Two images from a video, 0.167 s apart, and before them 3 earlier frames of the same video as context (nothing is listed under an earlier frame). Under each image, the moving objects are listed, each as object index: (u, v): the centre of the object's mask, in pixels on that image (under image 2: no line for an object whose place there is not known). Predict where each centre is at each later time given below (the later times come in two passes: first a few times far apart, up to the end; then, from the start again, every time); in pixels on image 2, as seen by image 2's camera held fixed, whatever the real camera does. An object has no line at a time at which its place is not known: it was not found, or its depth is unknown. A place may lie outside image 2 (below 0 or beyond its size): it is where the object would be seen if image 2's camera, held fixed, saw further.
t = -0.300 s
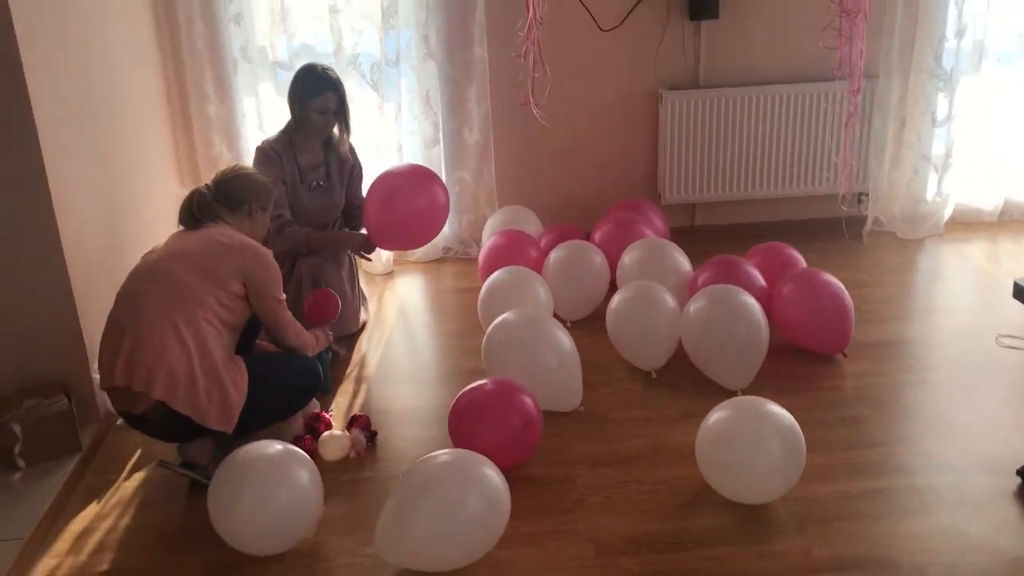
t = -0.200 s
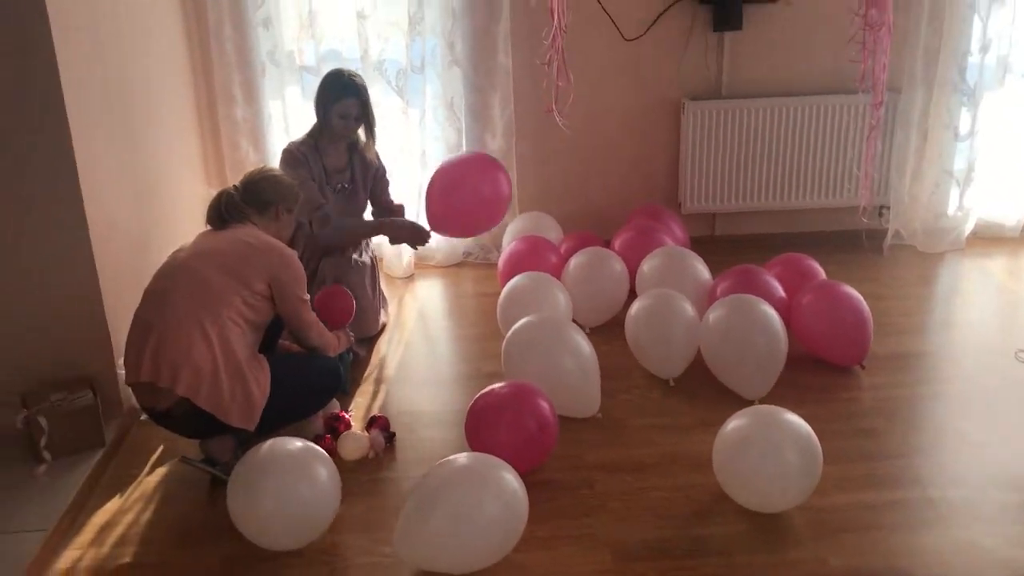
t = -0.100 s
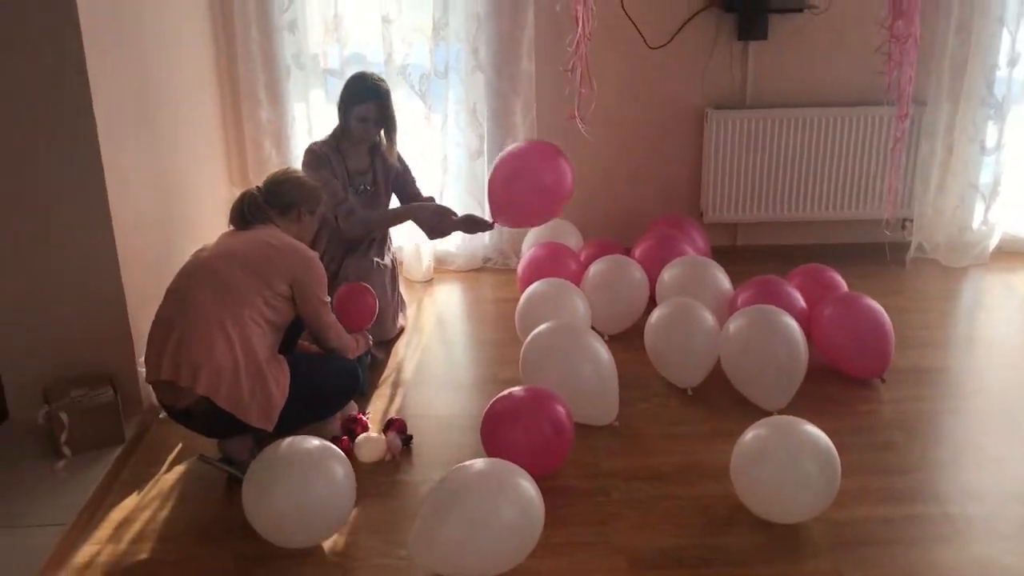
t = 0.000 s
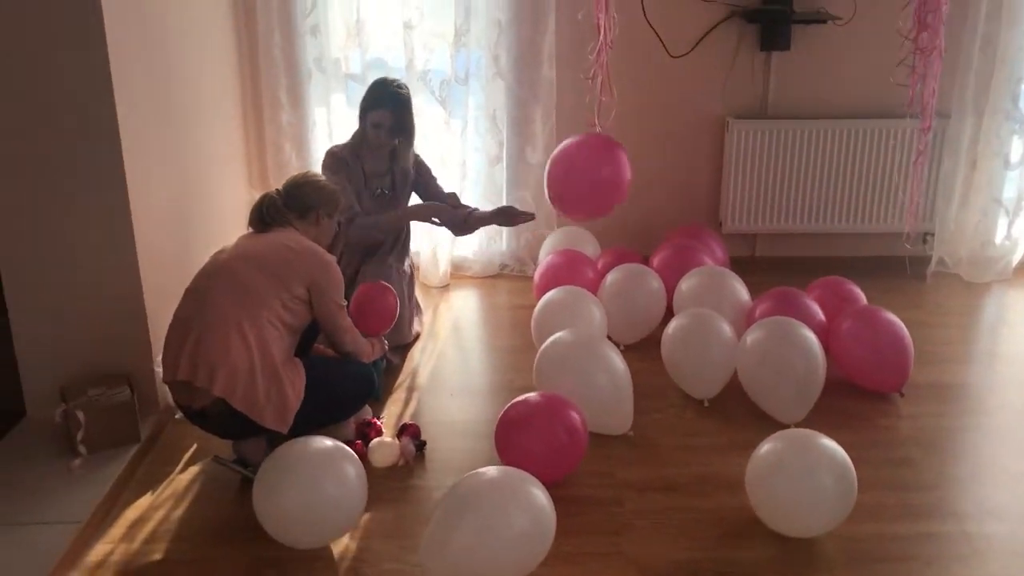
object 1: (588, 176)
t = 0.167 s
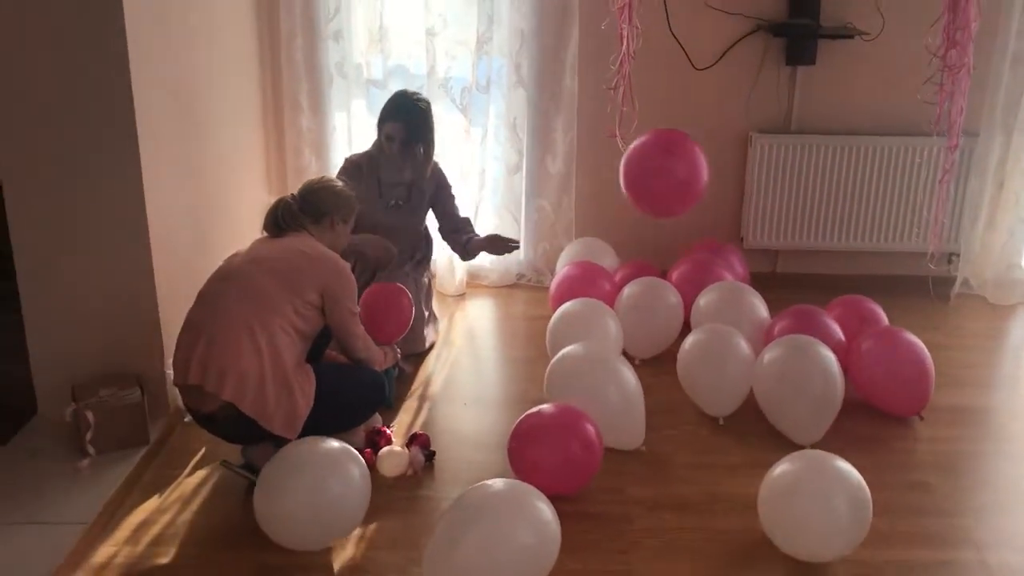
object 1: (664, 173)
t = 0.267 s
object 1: (691, 168)
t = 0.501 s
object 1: (743, 169)
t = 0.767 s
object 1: (790, 189)
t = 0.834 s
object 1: (800, 197)
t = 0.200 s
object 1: (673, 170)
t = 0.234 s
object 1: (683, 169)
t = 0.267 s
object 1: (691, 168)
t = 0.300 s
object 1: (700, 167)
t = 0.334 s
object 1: (708, 166)
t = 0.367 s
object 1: (715, 166)
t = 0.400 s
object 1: (723, 167)
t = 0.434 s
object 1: (730, 167)
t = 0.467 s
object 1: (737, 168)
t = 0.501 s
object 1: (743, 169)
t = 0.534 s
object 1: (750, 170)
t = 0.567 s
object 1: (756, 172)
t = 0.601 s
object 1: (762, 174)
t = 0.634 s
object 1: (768, 177)
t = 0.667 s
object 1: (774, 180)
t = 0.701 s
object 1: (779, 182)
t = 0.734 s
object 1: (785, 186)
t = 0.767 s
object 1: (790, 189)
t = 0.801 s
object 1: (795, 193)
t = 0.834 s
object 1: (800, 197)
